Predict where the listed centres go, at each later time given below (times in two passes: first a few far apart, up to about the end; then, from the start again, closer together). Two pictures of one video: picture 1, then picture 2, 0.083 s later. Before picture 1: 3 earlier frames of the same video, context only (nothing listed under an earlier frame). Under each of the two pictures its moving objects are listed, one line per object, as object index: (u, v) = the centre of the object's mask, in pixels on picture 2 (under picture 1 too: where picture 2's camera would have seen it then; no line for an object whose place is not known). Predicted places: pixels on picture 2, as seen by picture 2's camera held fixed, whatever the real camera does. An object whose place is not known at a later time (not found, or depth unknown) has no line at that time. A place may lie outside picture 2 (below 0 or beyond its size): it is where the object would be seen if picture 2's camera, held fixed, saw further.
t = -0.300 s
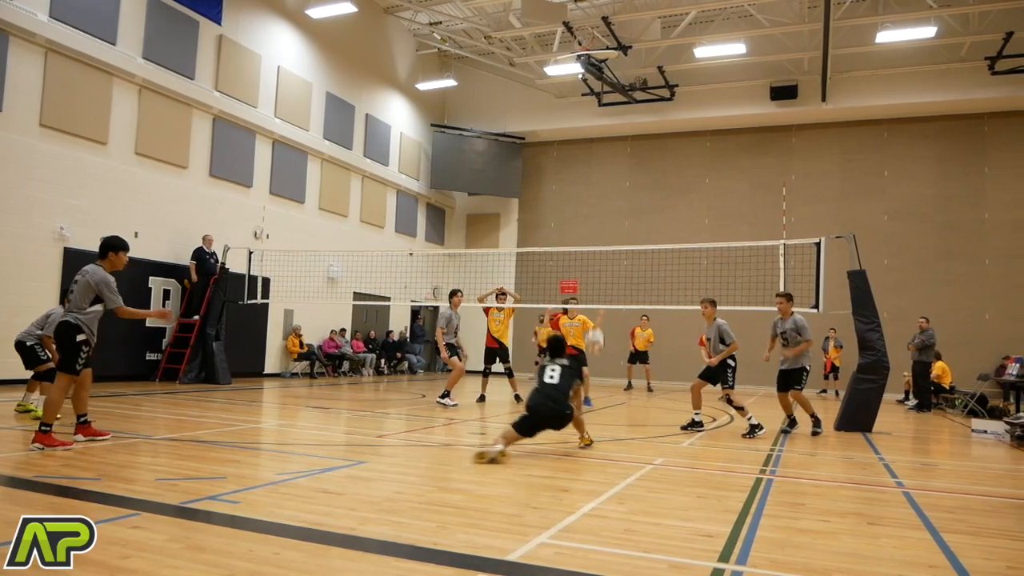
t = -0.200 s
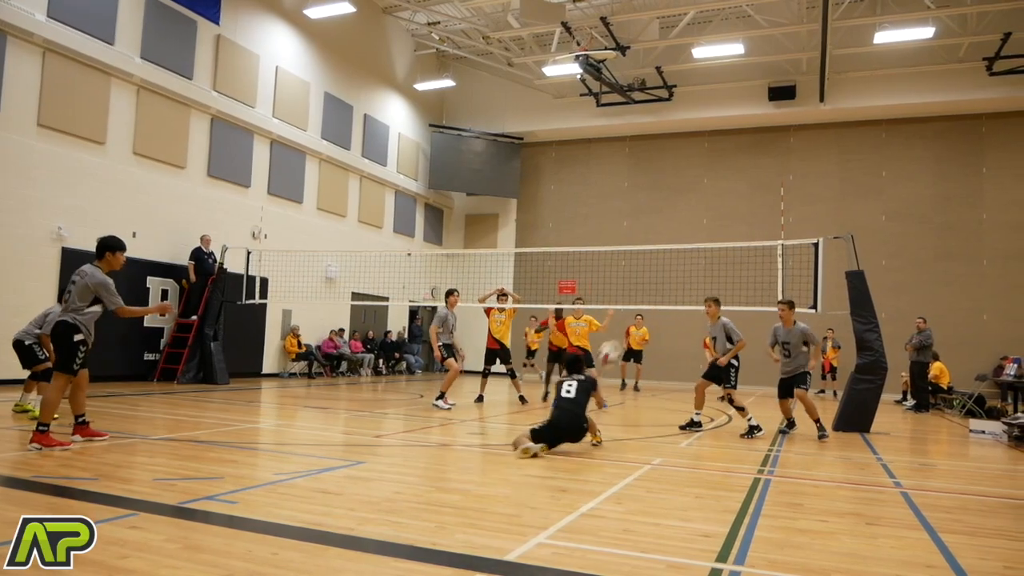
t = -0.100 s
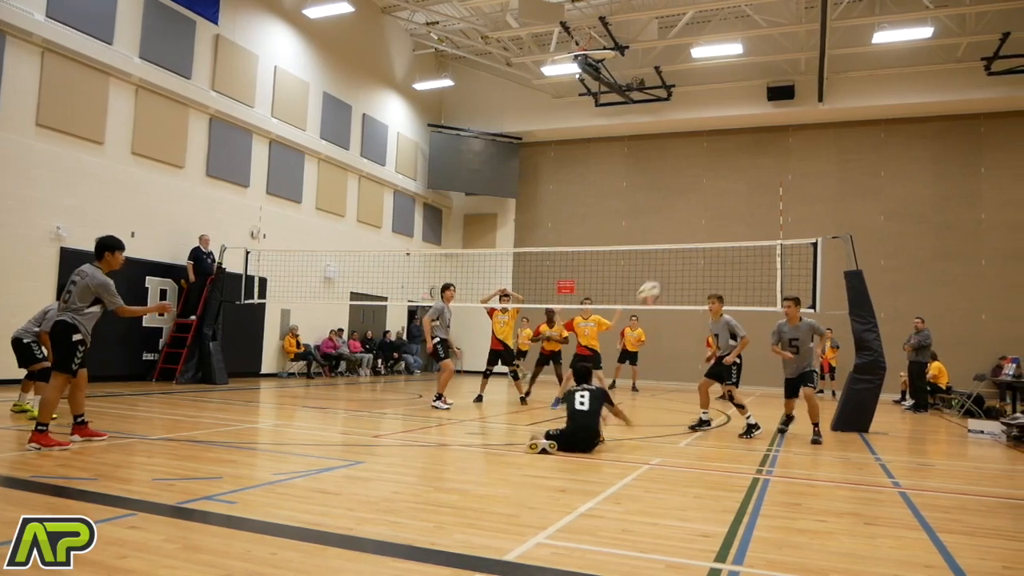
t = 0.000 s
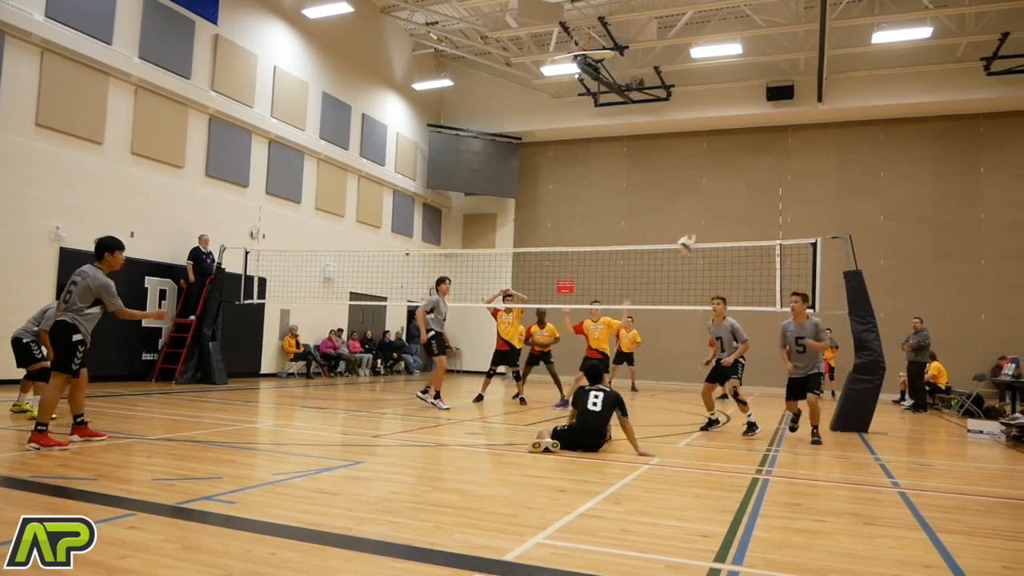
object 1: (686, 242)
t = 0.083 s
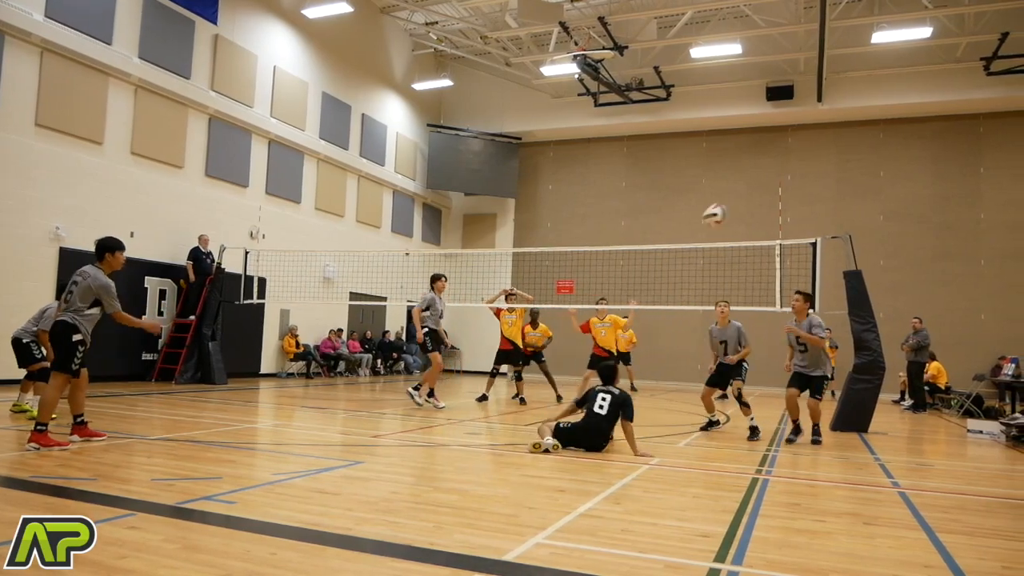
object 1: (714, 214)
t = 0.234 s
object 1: (762, 177)
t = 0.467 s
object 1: (829, 161)
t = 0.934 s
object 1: (941, 250)
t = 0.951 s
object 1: (944, 254)
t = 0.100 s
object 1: (720, 208)
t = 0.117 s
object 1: (726, 203)
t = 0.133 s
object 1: (732, 198)
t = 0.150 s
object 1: (737, 194)
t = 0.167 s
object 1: (742, 190)
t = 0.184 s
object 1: (746, 187)
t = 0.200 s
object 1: (752, 183)
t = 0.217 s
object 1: (757, 180)
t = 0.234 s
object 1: (762, 177)
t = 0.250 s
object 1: (768, 175)
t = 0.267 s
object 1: (773, 172)
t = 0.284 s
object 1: (777, 170)
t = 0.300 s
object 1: (782, 168)
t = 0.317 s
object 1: (787, 166)
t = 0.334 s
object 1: (792, 165)
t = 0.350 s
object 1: (796, 164)
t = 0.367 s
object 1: (801, 162)
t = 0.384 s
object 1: (806, 162)
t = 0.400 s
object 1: (811, 161)
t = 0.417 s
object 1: (816, 161)
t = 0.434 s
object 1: (820, 161)
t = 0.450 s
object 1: (824, 161)
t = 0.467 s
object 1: (829, 161)
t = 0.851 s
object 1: (922, 224)
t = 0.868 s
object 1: (925, 227)
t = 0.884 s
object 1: (929, 232)
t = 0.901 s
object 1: (933, 238)
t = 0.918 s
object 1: (937, 243)
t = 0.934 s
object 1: (941, 250)
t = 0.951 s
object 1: (944, 254)
